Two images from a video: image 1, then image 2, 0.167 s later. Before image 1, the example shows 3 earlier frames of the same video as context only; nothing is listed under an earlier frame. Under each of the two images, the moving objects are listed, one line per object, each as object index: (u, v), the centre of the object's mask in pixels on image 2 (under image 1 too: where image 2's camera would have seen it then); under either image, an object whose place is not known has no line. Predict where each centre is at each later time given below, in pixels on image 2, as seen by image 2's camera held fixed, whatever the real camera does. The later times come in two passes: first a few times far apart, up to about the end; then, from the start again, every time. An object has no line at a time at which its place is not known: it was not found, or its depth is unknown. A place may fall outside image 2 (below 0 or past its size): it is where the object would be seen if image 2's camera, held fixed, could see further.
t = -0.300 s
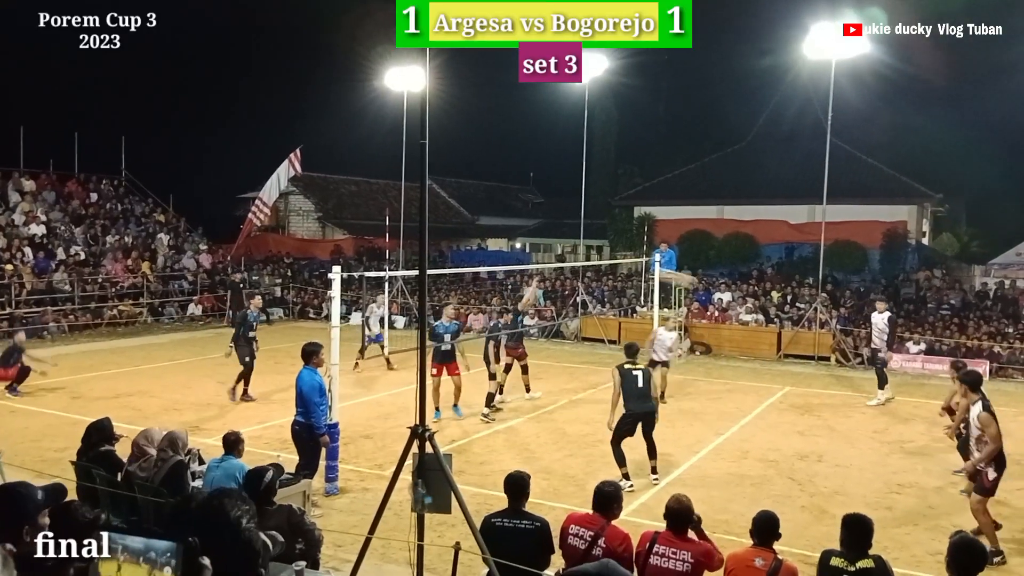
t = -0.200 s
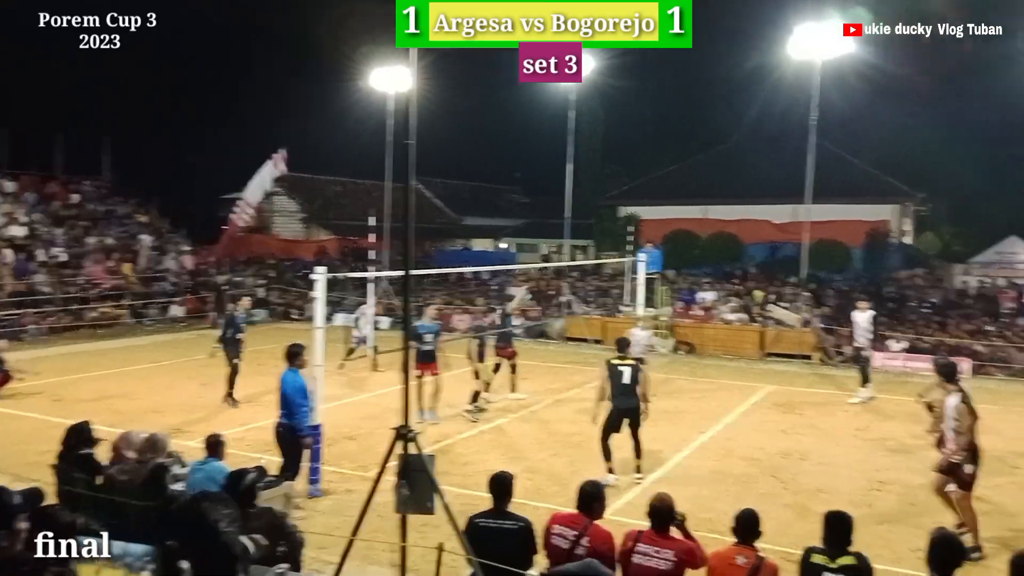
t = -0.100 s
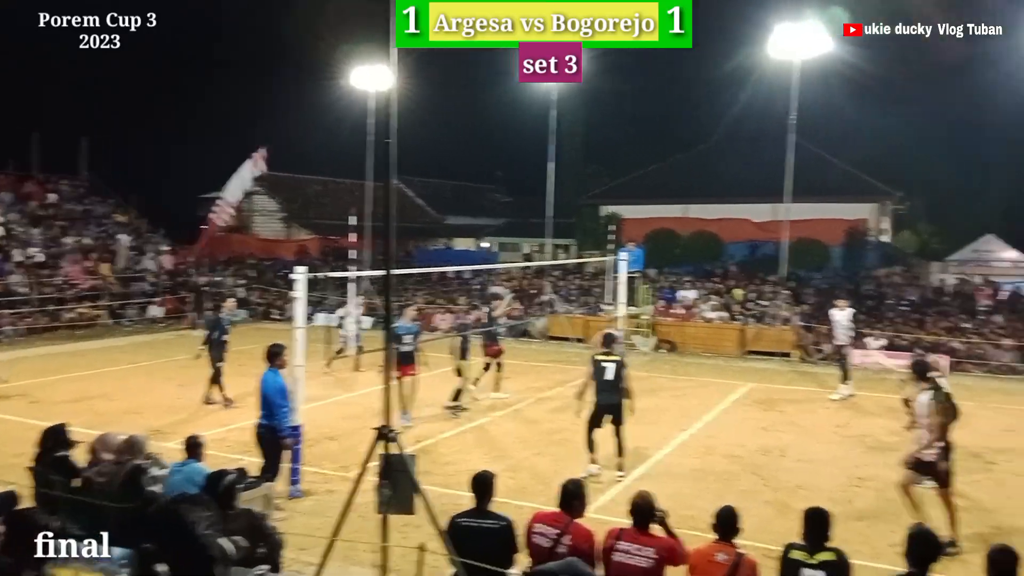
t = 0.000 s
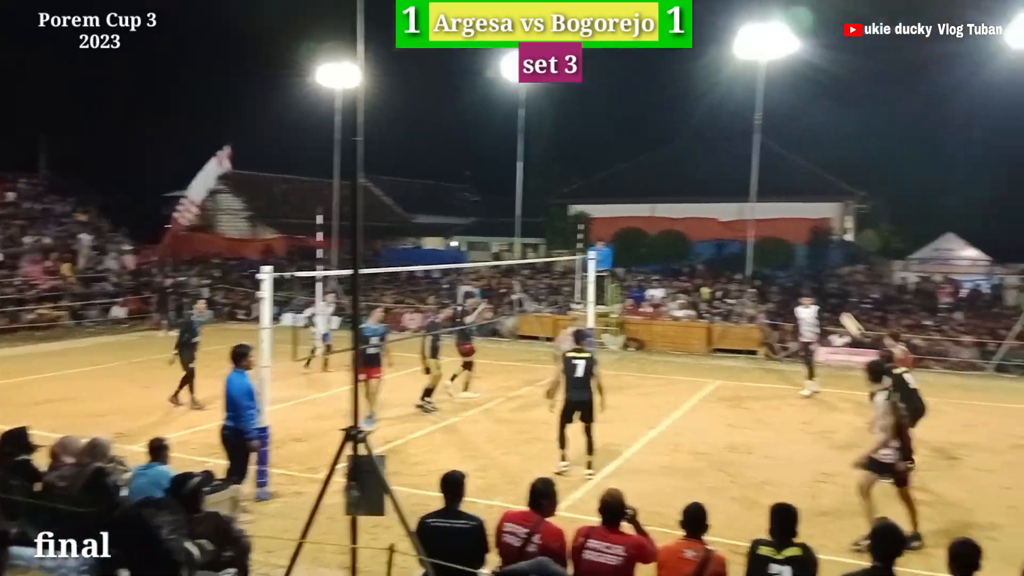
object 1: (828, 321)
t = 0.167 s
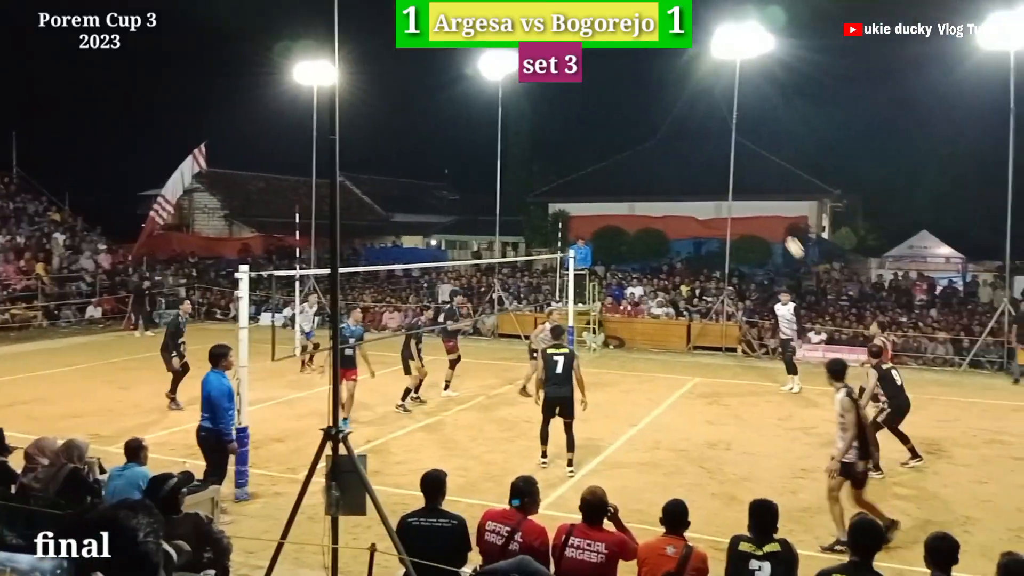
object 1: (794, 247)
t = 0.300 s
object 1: (768, 200)
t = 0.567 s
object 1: (721, 146)
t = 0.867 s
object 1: (671, 136)
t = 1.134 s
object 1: (629, 169)
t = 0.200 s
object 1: (788, 235)
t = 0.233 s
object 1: (782, 222)
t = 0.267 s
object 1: (775, 212)
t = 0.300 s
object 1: (768, 200)
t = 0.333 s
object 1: (763, 192)
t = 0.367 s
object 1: (756, 184)
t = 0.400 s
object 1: (750, 176)
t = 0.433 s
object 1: (744, 168)
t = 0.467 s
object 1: (739, 162)
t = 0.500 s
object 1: (732, 156)
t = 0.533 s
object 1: (727, 150)
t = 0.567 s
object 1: (721, 146)
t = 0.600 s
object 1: (715, 142)
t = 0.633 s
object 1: (709, 139)
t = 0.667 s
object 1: (704, 137)
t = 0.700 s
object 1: (698, 135)
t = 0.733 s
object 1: (693, 134)
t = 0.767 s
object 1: (687, 133)
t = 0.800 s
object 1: (682, 133)
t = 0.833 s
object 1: (677, 134)
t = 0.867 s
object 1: (671, 136)
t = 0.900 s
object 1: (666, 138)
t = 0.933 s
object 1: (660, 141)
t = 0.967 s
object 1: (655, 144)
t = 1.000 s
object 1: (650, 148)
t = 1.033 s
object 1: (644, 152)
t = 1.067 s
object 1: (639, 157)
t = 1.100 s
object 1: (634, 163)
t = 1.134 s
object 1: (629, 169)
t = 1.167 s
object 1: (623, 176)
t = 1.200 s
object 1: (618, 183)
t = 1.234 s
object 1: (613, 191)
